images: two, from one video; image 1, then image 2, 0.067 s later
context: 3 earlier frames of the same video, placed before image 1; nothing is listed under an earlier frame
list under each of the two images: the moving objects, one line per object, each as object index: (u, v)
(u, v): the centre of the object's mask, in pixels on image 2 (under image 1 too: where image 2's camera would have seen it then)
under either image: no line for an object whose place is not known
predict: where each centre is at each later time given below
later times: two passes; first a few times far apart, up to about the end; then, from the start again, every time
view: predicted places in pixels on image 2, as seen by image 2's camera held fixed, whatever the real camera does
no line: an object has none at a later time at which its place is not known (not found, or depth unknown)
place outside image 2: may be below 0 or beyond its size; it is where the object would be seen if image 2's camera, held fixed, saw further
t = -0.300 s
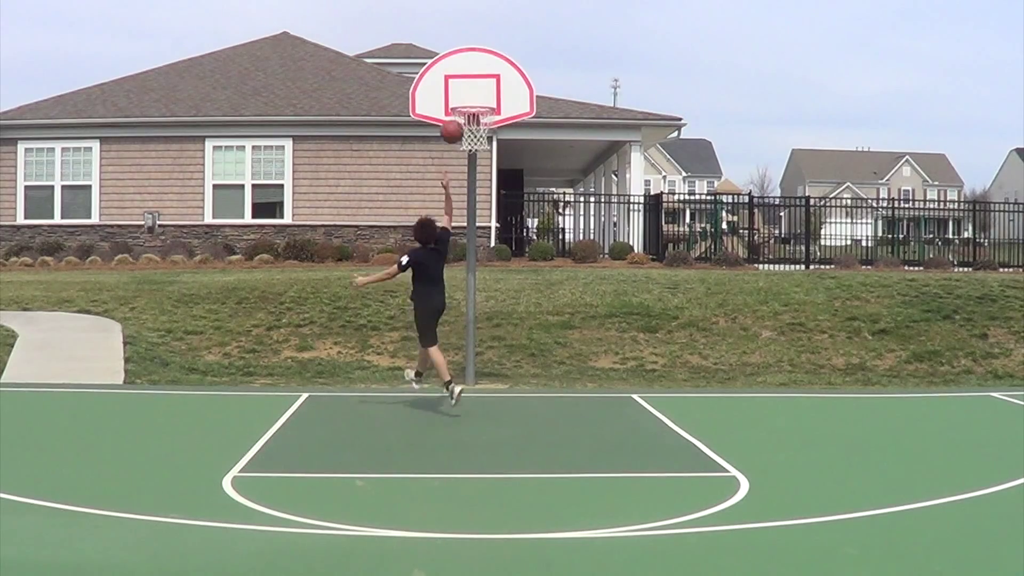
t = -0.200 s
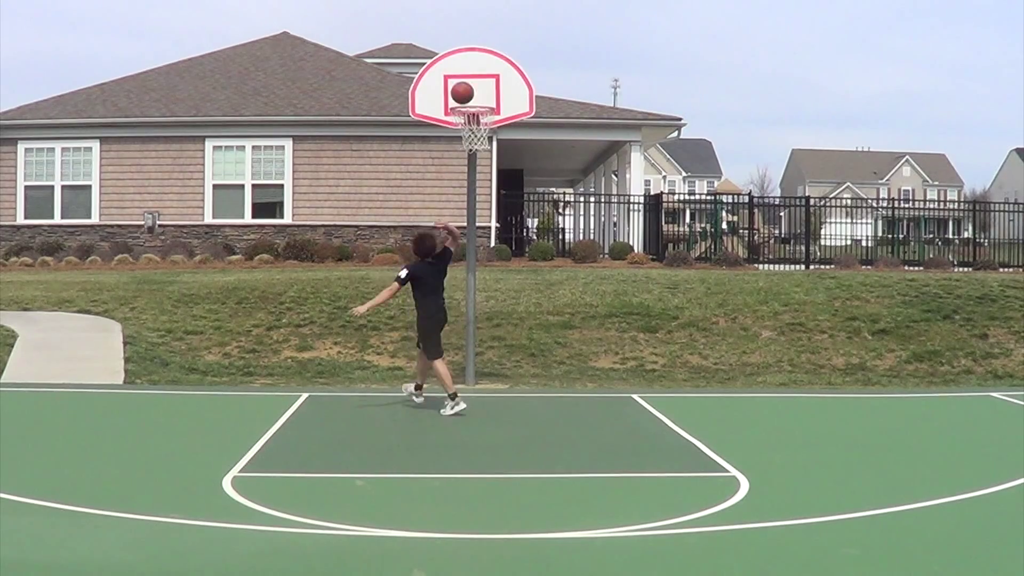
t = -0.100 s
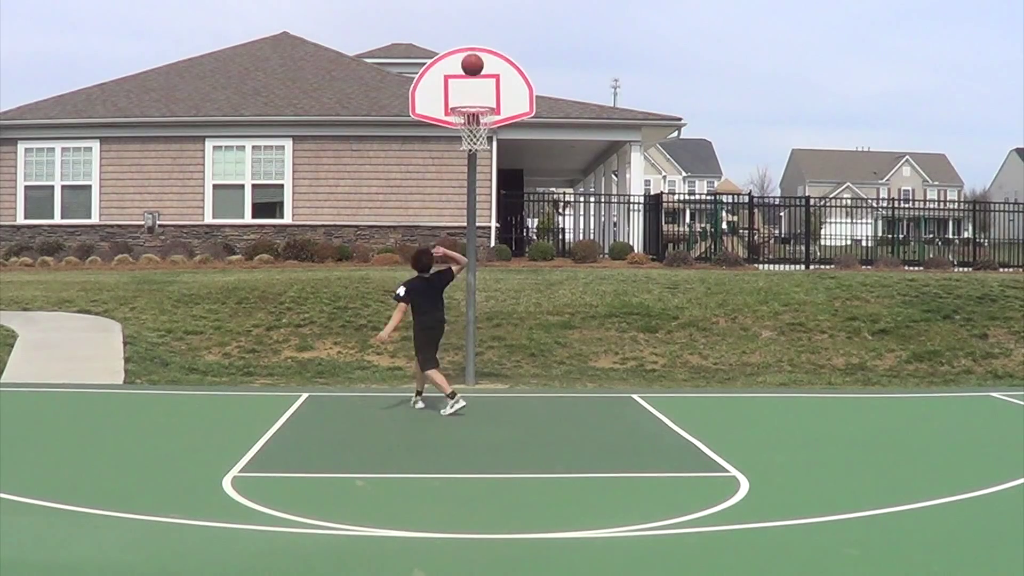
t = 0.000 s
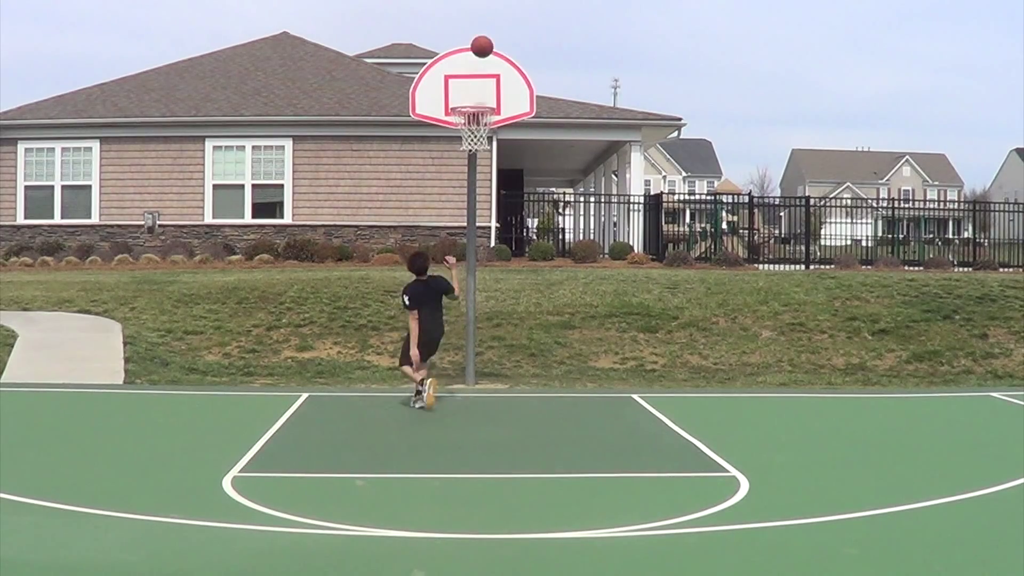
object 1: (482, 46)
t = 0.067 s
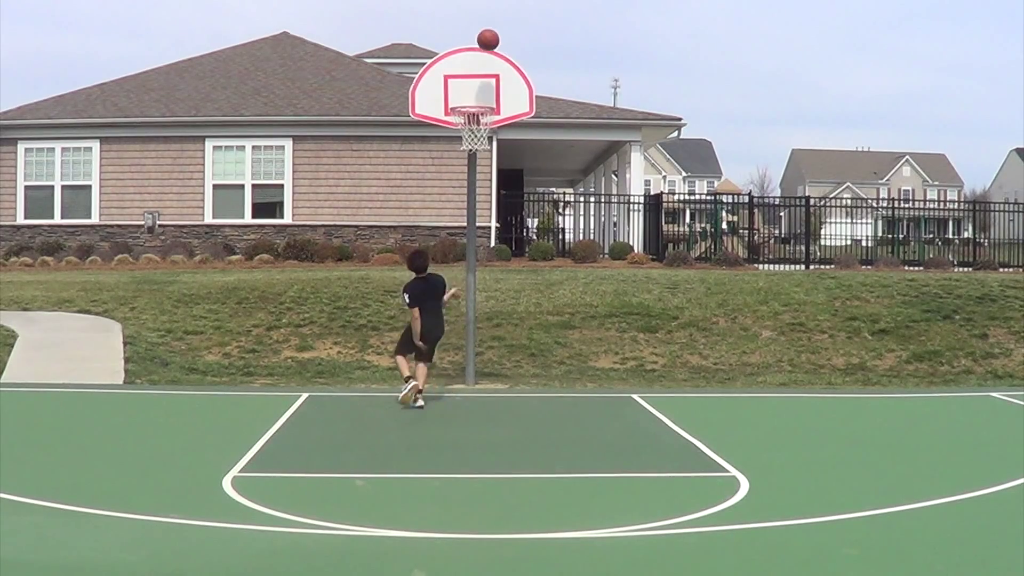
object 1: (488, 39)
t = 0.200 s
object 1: (500, 38)
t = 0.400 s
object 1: (519, 43)
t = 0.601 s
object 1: (538, 63)
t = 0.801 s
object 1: (558, 120)
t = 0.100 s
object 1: (491, 38)
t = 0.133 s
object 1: (494, 37)
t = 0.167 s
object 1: (497, 37)
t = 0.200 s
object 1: (500, 38)
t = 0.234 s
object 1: (503, 40)
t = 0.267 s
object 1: (506, 44)
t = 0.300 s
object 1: (508, 48)
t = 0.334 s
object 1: (512, 45)
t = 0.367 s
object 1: (515, 44)
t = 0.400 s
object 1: (519, 43)
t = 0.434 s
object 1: (522, 44)
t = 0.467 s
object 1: (525, 46)
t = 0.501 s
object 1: (528, 49)
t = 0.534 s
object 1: (532, 53)
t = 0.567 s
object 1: (535, 58)
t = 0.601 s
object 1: (538, 63)
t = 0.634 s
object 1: (541, 70)
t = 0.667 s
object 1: (545, 78)
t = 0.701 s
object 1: (548, 87)
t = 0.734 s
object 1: (551, 97)
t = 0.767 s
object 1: (554, 108)
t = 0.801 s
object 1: (558, 120)
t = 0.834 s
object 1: (561, 133)
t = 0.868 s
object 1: (565, 148)
